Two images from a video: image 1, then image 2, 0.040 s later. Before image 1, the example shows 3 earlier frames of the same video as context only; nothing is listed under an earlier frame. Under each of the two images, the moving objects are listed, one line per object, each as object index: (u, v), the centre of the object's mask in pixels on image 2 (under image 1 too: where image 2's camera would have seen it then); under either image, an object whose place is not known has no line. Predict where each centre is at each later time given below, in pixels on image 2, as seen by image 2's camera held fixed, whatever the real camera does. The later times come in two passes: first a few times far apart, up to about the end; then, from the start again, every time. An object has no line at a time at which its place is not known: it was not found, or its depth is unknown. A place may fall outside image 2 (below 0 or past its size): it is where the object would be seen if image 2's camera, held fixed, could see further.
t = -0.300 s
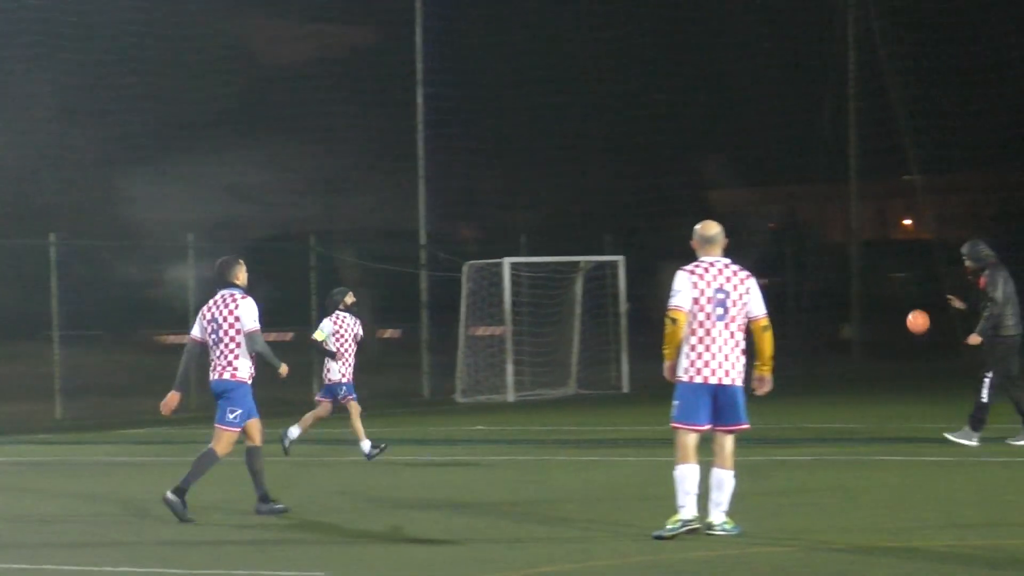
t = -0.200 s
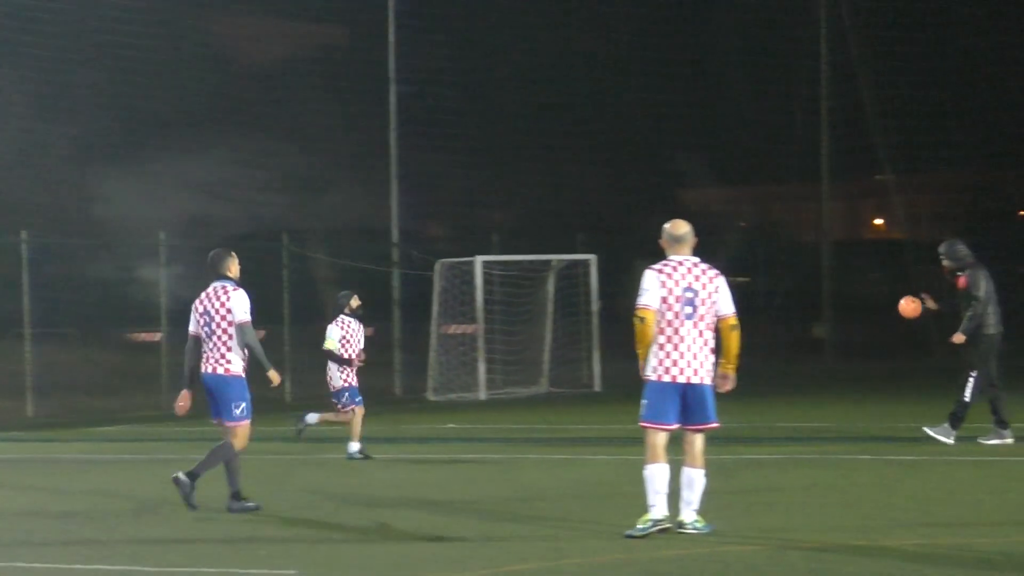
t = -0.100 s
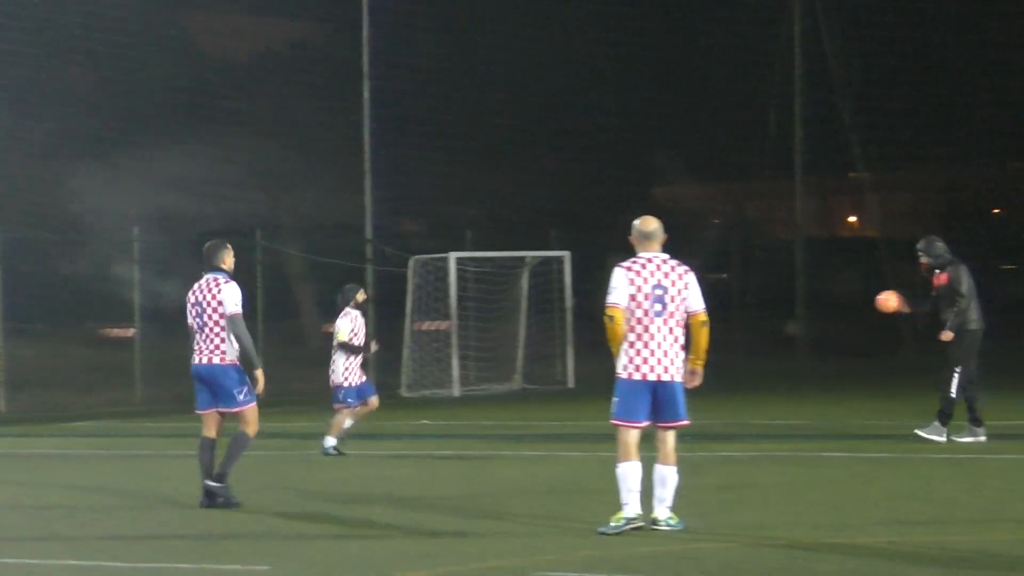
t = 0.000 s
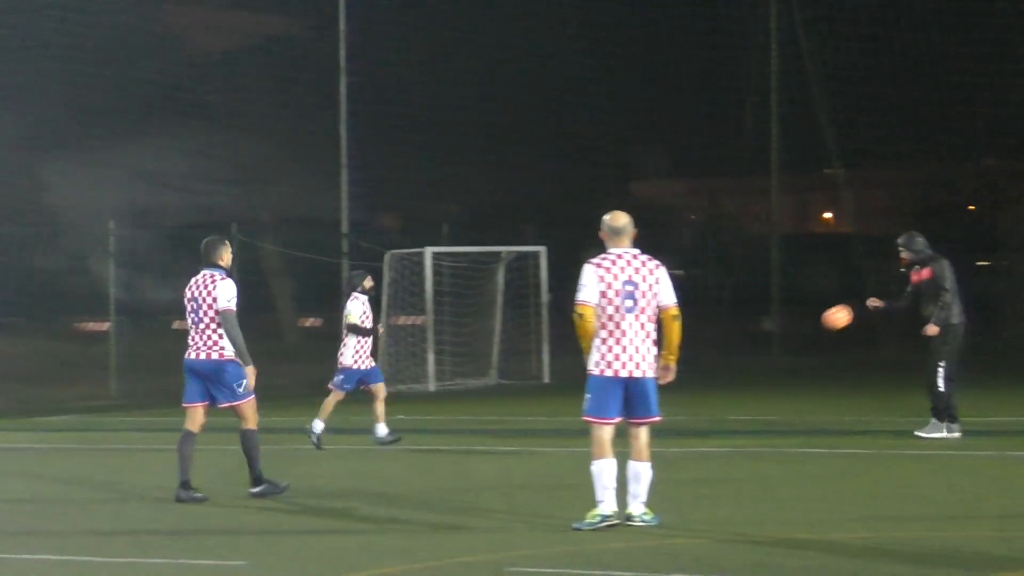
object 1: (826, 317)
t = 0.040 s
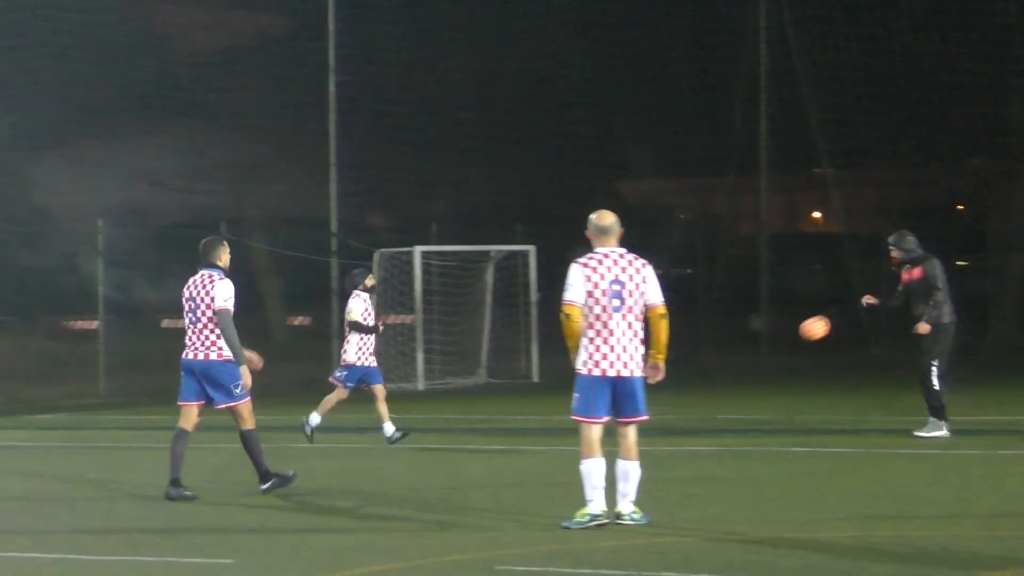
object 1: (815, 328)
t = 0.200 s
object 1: (770, 392)
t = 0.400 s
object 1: (729, 401)
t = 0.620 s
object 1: (697, 389)
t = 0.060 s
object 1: (809, 335)
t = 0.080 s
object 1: (803, 342)
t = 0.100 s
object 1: (798, 349)
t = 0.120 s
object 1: (793, 357)
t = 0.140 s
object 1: (787, 365)
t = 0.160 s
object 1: (781, 373)
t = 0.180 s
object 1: (775, 383)
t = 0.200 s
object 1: (770, 392)
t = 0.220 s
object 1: (764, 403)
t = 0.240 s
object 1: (758, 413)
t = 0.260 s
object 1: (753, 424)
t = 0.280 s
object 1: (747, 428)
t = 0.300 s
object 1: (744, 423)
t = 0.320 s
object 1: (741, 418)
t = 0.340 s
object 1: (738, 413)
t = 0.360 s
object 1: (735, 409)
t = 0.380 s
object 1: (733, 406)
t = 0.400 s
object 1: (729, 401)
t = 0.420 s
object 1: (726, 398)
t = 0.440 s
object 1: (723, 395)
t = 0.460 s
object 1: (720, 393)
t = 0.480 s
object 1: (717, 391)
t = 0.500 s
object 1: (714, 390)
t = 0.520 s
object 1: (711, 389)
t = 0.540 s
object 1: (708, 388)
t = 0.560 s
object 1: (706, 388)
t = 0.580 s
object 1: (703, 388)
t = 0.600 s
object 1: (699, 388)
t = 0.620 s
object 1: (697, 389)
